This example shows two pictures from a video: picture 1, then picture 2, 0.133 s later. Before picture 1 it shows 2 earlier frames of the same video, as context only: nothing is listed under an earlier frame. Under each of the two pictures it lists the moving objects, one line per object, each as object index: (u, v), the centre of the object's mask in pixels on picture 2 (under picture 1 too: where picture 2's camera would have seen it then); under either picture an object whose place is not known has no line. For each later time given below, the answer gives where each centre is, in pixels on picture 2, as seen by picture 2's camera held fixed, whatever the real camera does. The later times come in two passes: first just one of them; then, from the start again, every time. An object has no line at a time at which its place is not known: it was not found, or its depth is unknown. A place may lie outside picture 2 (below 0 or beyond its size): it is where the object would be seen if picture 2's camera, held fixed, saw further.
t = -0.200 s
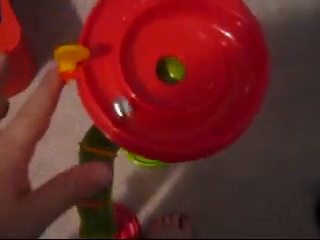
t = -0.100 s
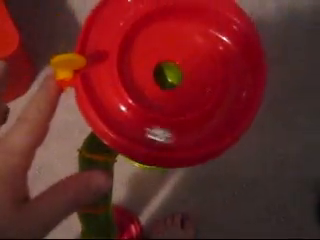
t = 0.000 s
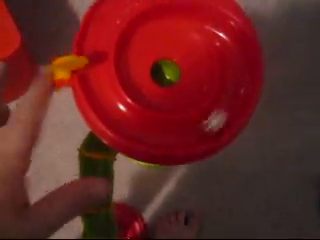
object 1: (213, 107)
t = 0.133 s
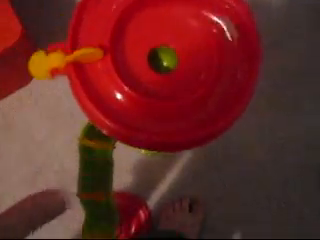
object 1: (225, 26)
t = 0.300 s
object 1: (141, 21)
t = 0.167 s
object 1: (211, 14)
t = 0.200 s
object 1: (192, 8)
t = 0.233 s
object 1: (172, 9)
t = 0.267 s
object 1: (155, 12)
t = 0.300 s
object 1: (141, 21)
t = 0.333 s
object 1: (130, 32)
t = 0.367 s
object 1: (124, 45)
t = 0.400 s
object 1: (125, 61)
